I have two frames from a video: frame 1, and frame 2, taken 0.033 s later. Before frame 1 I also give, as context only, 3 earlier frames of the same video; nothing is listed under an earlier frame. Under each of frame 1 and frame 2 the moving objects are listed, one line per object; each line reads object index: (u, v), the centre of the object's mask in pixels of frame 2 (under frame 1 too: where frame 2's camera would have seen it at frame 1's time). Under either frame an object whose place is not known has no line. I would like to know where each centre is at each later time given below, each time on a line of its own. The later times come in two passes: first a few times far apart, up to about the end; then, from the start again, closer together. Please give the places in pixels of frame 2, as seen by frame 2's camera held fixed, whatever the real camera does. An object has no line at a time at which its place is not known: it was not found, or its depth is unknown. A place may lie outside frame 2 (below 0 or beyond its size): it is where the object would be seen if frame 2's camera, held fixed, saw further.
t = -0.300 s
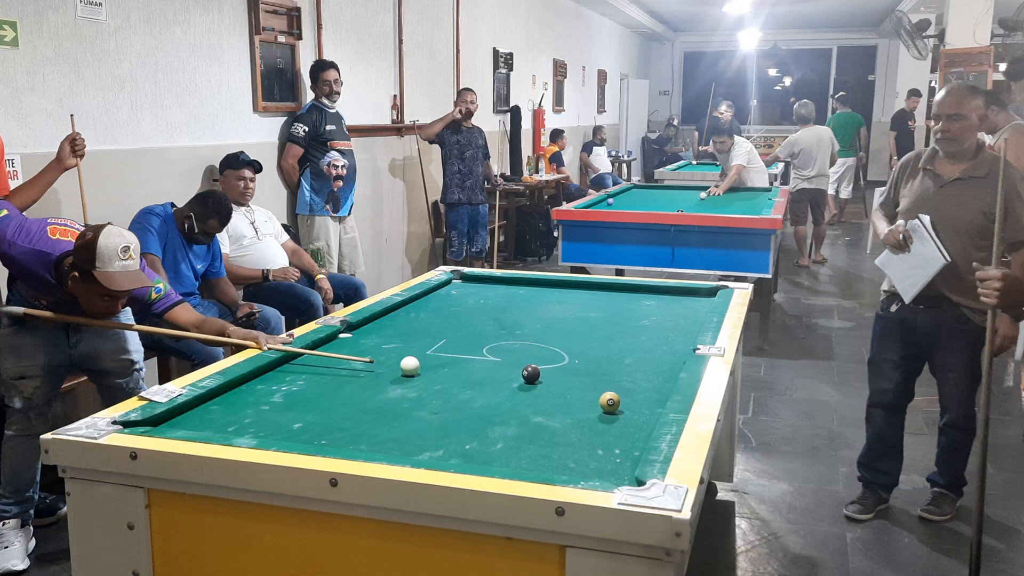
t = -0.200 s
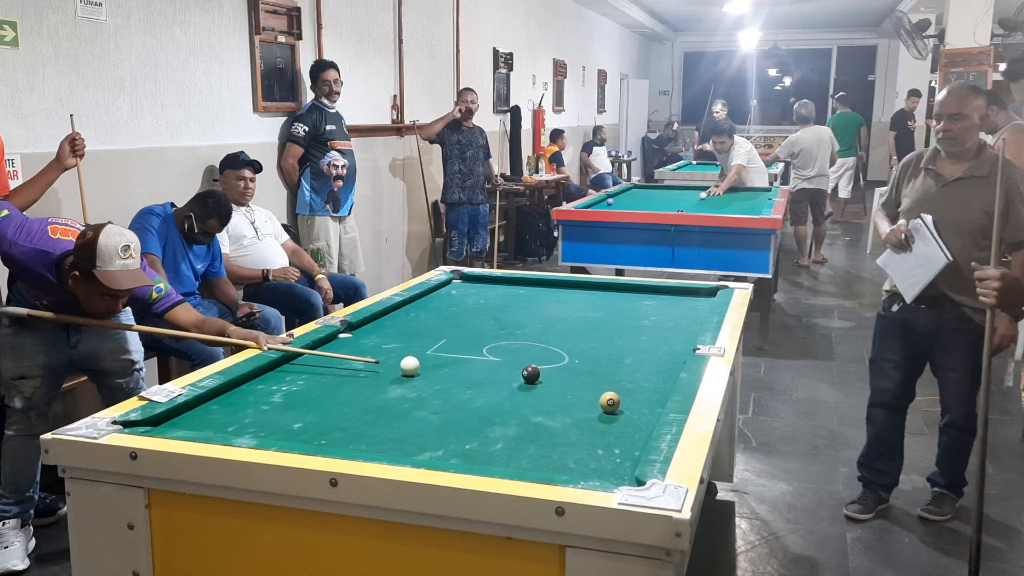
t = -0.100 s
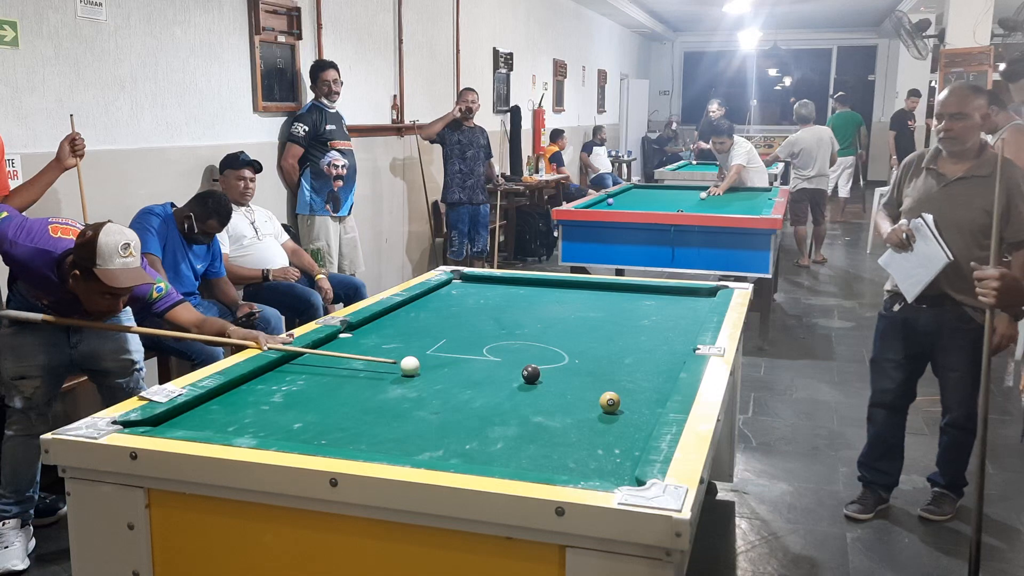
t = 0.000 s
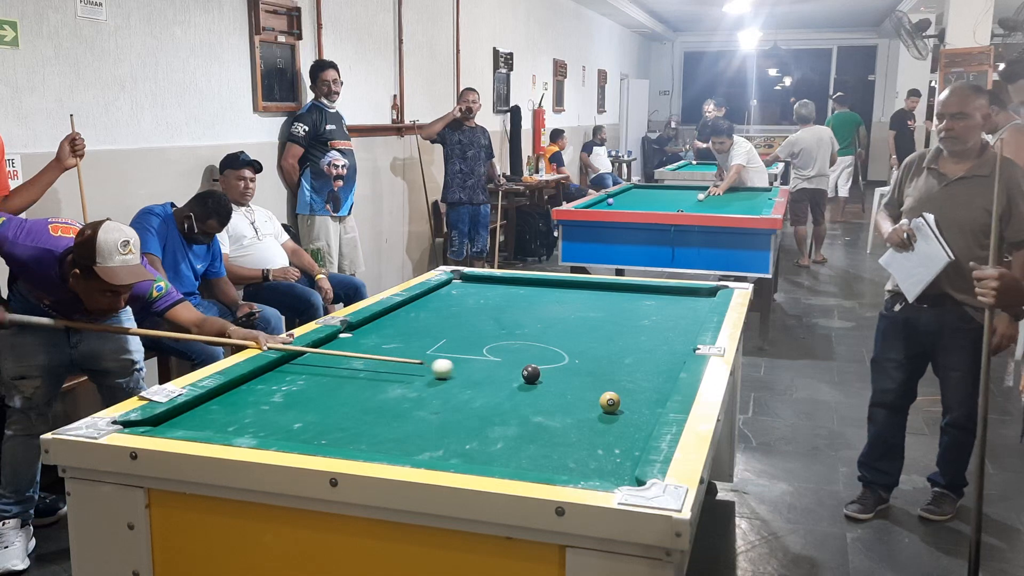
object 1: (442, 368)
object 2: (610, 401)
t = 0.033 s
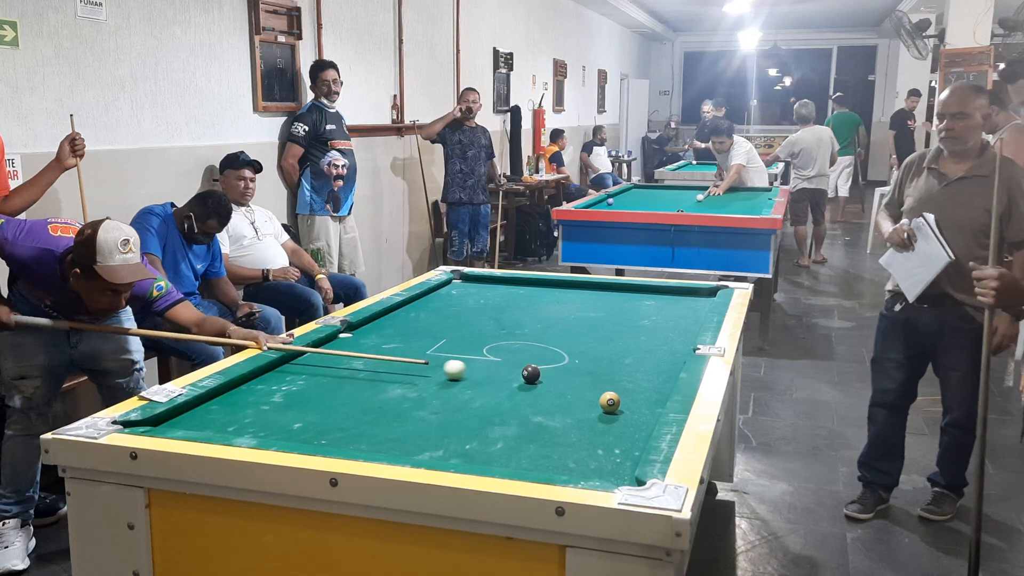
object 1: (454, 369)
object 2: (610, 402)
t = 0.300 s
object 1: (532, 381)
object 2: (610, 402)
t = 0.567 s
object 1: (587, 396)
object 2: (610, 401)
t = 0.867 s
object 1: (605, 403)
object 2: (649, 412)
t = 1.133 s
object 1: (609, 406)
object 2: (629, 415)
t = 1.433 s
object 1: (603, 406)
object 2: (625, 422)
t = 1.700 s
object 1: (602, 406)
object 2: (623, 427)
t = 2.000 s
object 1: (602, 406)
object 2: (622, 431)
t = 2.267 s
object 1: (602, 406)
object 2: (623, 434)
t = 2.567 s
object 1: (602, 406)
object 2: (623, 435)
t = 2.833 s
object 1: (602, 406)
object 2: (623, 435)
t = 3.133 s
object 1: (602, 406)
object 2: (623, 435)
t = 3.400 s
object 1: (602, 406)
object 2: (623, 435)
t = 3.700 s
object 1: (602, 406)
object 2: (623, 435)
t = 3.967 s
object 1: (602, 406)
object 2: (623, 435)
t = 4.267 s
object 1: (602, 406)
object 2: (623, 435)
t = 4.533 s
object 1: (602, 406)
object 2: (623, 435)
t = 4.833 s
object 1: (602, 406)
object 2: (623, 435)
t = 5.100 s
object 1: (602, 406)
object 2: (623, 435)
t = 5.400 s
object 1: (602, 406)
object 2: (623, 435)
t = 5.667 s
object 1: (602, 406)
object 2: (623, 435)
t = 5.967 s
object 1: (602, 406)
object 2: (623, 435)
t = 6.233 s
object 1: (602, 406)
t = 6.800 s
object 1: (602, 405)
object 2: (623, 434)
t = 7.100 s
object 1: (602, 406)
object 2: (623, 434)
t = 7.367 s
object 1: (602, 406)
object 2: (623, 435)
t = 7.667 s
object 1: (602, 405)
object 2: (623, 435)
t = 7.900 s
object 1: (602, 406)
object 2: (623, 435)
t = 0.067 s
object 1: (466, 370)
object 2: (610, 401)
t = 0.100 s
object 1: (478, 372)
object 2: (610, 401)
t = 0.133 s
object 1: (490, 372)
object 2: (610, 401)
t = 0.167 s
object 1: (502, 374)
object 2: (610, 401)
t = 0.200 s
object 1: (514, 375)
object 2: (610, 402)
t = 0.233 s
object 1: (519, 377)
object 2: (610, 402)
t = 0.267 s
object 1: (525, 379)
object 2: (610, 402)
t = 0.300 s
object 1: (532, 381)
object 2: (610, 402)
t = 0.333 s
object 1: (538, 383)
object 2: (610, 401)
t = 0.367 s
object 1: (545, 384)
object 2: (610, 401)
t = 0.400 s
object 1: (552, 386)
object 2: (610, 401)
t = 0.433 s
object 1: (559, 388)
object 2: (610, 401)
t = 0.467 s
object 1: (566, 390)
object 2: (610, 401)
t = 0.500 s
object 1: (573, 392)
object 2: (610, 401)
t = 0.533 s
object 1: (580, 394)
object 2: (610, 402)
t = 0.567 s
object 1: (587, 396)
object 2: (610, 401)
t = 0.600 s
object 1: (592, 397)
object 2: (613, 402)
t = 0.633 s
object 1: (593, 398)
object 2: (620, 404)
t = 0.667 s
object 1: (594, 399)
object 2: (626, 405)
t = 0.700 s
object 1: (596, 399)
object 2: (632, 407)
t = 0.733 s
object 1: (598, 400)
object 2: (637, 408)
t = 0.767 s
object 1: (600, 401)
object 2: (643, 409)
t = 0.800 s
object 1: (602, 402)
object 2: (649, 410)
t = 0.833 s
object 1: (604, 403)
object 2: (653, 411)
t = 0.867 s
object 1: (605, 403)
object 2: (649, 412)
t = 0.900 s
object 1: (607, 404)
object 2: (645, 412)
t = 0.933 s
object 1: (609, 404)
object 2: (641, 412)
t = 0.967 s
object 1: (610, 405)
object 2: (637, 411)
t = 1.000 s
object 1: (612, 406)
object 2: (632, 412)
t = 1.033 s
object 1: (611, 405)
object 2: (630, 412)
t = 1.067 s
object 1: (610, 406)
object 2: (630, 413)
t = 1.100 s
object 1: (610, 406)
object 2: (629, 414)
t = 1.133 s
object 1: (609, 406)
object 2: (629, 415)
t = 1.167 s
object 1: (608, 406)
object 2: (628, 416)
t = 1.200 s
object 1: (607, 406)
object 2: (628, 416)
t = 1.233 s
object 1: (606, 406)
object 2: (627, 417)
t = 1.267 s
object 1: (606, 406)
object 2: (626, 418)
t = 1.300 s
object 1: (605, 406)
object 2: (626, 419)
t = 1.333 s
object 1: (605, 406)
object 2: (626, 419)
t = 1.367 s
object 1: (604, 406)
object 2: (626, 420)
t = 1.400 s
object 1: (604, 406)
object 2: (625, 421)
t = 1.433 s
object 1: (603, 406)
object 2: (625, 422)
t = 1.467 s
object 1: (603, 406)
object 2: (624, 422)
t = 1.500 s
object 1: (603, 406)
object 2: (624, 423)
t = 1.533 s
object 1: (602, 406)
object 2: (624, 424)
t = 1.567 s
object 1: (602, 406)
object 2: (623, 424)
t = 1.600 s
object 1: (602, 406)
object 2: (623, 425)
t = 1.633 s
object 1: (602, 406)
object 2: (623, 426)
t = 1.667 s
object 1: (602, 406)
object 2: (623, 426)
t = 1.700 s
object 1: (602, 406)
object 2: (623, 427)
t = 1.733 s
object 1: (602, 405)
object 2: (622, 427)
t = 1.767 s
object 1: (602, 406)
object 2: (622, 428)
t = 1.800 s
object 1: (602, 405)
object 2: (622, 429)
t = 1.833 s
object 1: (602, 406)
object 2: (622, 429)
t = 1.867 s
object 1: (602, 406)
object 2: (622, 429)
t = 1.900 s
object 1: (602, 406)
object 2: (622, 430)
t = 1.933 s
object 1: (602, 406)
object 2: (622, 430)
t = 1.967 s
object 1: (602, 406)
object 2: (622, 431)
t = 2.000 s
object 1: (602, 406)
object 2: (622, 431)
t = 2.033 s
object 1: (602, 406)
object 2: (622, 431)
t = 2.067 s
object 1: (602, 406)
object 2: (622, 432)
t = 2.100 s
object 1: (602, 406)
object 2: (622, 432)
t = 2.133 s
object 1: (602, 406)
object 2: (622, 432)
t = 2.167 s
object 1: (602, 406)
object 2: (622, 433)
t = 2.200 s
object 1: (602, 406)
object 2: (622, 433)
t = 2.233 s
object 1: (602, 406)
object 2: (622, 433)
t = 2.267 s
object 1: (602, 406)
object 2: (623, 434)
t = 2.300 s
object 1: (602, 406)
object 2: (623, 434)
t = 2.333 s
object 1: (602, 406)
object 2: (623, 434)
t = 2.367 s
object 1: (602, 406)
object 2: (623, 434)
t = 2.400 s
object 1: (602, 406)
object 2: (623, 434)
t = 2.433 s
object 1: (602, 406)
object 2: (623, 435)
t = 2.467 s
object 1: (602, 406)
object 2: (623, 434)
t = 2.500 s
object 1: (602, 406)
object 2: (623, 434)
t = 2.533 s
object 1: (602, 406)
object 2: (623, 434)
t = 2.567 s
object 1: (602, 406)
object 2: (623, 435)
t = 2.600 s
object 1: (602, 406)
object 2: (623, 435)
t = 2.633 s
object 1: (602, 406)
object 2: (623, 435)
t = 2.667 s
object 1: (602, 406)
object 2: (623, 435)
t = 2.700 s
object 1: (602, 406)
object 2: (623, 435)
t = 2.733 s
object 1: (602, 406)
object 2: (623, 435)
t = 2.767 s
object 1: (602, 406)
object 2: (623, 435)
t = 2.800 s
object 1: (602, 406)
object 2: (623, 435)
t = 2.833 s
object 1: (602, 406)
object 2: (623, 435)
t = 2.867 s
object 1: (602, 406)
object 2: (623, 435)
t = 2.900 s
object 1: (602, 406)
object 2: (623, 435)
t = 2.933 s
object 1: (602, 406)
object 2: (623, 435)
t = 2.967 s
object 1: (602, 405)
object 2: (623, 435)
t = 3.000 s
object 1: (602, 405)
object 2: (623, 434)
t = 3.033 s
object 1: (602, 406)
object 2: (623, 435)
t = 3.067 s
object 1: (602, 406)
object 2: (623, 435)
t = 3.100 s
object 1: (602, 406)
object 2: (623, 435)
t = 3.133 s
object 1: (602, 406)
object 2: (623, 435)
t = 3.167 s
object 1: (602, 406)
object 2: (623, 435)
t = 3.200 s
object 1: (602, 406)
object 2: (623, 435)
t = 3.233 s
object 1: (602, 406)
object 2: (623, 435)
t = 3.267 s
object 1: (602, 406)
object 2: (623, 435)
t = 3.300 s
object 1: (602, 406)
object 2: (623, 435)
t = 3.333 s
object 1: (602, 406)
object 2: (623, 435)
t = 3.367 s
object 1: (602, 406)
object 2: (623, 435)
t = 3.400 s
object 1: (602, 406)
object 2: (623, 435)
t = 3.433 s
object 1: (602, 406)
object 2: (623, 435)
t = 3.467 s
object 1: (602, 406)
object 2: (623, 435)
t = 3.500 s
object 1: (602, 406)
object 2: (623, 435)
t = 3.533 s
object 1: (602, 406)
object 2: (623, 435)
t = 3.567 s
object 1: (602, 406)
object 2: (623, 435)
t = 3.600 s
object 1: (602, 406)
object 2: (623, 435)
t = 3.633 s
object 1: (602, 406)
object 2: (623, 435)
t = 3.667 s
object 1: (602, 406)
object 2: (623, 435)
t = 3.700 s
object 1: (602, 406)
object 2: (623, 435)
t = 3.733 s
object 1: (602, 406)
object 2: (623, 435)
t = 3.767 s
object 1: (602, 406)
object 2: (623, 435)
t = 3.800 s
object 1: (602, 406)
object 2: (623, 435)
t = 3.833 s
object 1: (602, 406)
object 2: (623, 435)
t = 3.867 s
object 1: (602, 406)
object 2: (623, 435)
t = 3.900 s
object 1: (602, 406)
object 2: (623, 435)
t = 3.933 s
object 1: (602, 406)
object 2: (623, 435)
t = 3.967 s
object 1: (602, 406)
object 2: (623, 435)
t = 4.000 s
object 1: (602, 406)
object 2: (623, 435)
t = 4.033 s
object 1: (602, 406)
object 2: (623, 435)
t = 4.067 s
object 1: (602, 406)
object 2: (623, 435)
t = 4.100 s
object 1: (602, 406)
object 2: (623, 435)
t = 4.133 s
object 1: (602, 405)
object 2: (623, 435)
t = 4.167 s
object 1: (602, 406)
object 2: (623, 435)
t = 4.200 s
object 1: (602, 406)
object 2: (623, 435)
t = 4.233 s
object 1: (602, 406)
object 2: (623, 435)
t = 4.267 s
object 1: (602, 406)
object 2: (623, 435)
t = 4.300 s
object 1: (602, 406)
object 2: (623, 435)
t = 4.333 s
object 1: (602, 406)
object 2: (623, 435)
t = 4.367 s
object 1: (602, 406)
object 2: (623, 435)
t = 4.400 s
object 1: (602, 406)
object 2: (623, 435)
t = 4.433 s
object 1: (602, 406)
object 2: (623, 435)
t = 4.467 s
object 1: (602, 406)
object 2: (623, 435)
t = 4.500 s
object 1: (602, 406)
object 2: (623, 435)
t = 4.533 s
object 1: (602, 406)
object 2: (623, 435)
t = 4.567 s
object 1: (602, 406)
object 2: (623, 435)
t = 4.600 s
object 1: (602, 406)
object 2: (623, 435)
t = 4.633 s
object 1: (602, 406)
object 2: (623, 435)
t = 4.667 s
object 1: (602, 406)
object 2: (623, 435)
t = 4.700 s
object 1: (602, 406)
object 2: (623, 435)
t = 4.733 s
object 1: (602, 406)
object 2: (623, 435)
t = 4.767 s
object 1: (602, 406)
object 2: (623, 435)
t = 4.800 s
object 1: (602, 406)
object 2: (623, 435)
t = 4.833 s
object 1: (602, 406)
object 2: (623, 435)
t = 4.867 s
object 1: (602, 406)
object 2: (623, 435)
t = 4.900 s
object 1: (602, 406)
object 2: (623, 435)
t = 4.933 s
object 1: (602, 406)
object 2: (623, 435)
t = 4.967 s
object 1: (602, 406)
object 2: (623, 435)
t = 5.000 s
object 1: (602, 406)
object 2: (623, 435)
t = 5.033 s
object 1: (602, 406)
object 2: (623, 435)
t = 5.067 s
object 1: (602, 406)
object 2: (623, 435)
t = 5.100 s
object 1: (602, 406)
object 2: (623, 435)
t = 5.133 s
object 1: (602, 406)
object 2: (623, 435)
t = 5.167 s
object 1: (602, 406)
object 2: (623, 435)
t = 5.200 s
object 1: (602, 406)
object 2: (623, 435)
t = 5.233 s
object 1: (602, 406)
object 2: (623, 435)
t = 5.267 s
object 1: (602, 406)
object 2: (623, 435)
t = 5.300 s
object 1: (602, 406)
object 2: (623, 435)
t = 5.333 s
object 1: (602, 406)
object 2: (623, 435)
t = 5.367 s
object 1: (602, 405)
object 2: (623, 435)
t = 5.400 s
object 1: (602, 406)
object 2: (623, 435)
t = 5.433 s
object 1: (602, 406)
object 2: (623, 435)
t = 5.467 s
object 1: (602, 406)
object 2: (623, 435)
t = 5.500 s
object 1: (602, 406)
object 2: (623, 435)
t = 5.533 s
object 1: (602, 406)
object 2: (623, 435)
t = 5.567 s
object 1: (602, 406)
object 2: (623, 435)
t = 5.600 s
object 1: (602, 406)
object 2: (623, 435)
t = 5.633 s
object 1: (602, 406)
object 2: (623, 435)
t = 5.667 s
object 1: (602, 406)
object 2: (623, 435)
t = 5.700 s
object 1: (602, 406)
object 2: (623, 435)
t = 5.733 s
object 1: (602, 406)
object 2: (623, 435)
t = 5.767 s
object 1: (602, 405)
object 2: (623, 435)
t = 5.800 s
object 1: (602, 406)
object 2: (623, 435)
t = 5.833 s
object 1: (602, 406)
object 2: (623, 435)
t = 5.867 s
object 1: (602, 406)
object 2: (623, 435)
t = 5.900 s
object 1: (602, 406)
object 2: (623, 435)
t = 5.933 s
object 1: (602, 406)
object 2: (623, 435)
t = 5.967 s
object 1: (602, 406)
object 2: (623, 435)
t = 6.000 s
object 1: (602, 406)
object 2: (623, 435)
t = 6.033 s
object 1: (602, 405)
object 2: (623, 435)
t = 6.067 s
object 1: (602, 406)
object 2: (623, 435)
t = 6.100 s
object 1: (602, 406)
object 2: (623, 435)
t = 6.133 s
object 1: (602, 406)
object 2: (623, 435)
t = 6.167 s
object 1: (602, 406)
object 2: (623, 435)
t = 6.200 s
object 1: (602, 406)
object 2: (622, 434)
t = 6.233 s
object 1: (602, 406)
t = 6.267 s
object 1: (601, 402)
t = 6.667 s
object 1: (604, 406)
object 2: (623, 434)
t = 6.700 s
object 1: (602, 406)
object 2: (623, 434)
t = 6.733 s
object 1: (602, 406)
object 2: (623, 434)
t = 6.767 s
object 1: (602, 406)
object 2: (623, 434)
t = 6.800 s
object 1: (602, 405)
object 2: (623, 434)
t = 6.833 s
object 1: (602, 406)
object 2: (623, 434)
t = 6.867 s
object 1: (602, 406)
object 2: (623, 434)
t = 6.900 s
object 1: (602, 406)
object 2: (623, 434)
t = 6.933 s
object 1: (602, 405)
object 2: (623, 434)
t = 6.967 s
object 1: (602, 406)
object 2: (623, 434)
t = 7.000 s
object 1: (602, 406)
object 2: (623, 434)
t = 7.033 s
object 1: (602, 405)
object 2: (623, 434)
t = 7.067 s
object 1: (602, 406)
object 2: (623, 434)
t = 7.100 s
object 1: (602, 406)
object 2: (623, 434)
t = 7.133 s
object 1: (602, 406)
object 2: (623, 434)
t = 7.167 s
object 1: (602, 406)
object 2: (623, 435)
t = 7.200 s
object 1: (602, 406)
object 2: (623, 435)
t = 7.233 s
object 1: (602, 406)
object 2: (623, 435)
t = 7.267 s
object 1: (602, 406)
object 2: (623, 435)
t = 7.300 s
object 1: (602, 406)
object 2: (623, 435)
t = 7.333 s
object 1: (602, 406)
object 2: (623, 435)
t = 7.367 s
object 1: (602, 406)
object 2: (623, 435)
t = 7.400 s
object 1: (602, 405)
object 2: (623, 435)
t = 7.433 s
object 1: (602, 406)
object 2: (623, 435)
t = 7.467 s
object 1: (602, 406)
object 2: (623, 435)
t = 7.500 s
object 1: (602, 406)
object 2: (623, 435)
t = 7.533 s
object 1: (602, 406)
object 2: (623, 435)
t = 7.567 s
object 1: (602, 406)
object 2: (623, 435)
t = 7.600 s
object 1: (602, 406)
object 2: (623, 435)
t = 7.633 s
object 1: (602, 405)
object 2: (623, 435)
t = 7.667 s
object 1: (602, 405)
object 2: (623, 435)
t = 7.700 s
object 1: (602, 406)
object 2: (623, 435)
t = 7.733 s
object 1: (602, 405)
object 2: (623, 435)
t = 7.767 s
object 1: (602, 406)
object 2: (623, 435)
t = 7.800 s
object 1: (602, 405)
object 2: (623, 435)
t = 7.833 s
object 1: (602, 406)
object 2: (623, 435)
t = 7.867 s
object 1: (602, 405)
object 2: (623, 435)
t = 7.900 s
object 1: (602, 406)
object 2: (623, 435)
